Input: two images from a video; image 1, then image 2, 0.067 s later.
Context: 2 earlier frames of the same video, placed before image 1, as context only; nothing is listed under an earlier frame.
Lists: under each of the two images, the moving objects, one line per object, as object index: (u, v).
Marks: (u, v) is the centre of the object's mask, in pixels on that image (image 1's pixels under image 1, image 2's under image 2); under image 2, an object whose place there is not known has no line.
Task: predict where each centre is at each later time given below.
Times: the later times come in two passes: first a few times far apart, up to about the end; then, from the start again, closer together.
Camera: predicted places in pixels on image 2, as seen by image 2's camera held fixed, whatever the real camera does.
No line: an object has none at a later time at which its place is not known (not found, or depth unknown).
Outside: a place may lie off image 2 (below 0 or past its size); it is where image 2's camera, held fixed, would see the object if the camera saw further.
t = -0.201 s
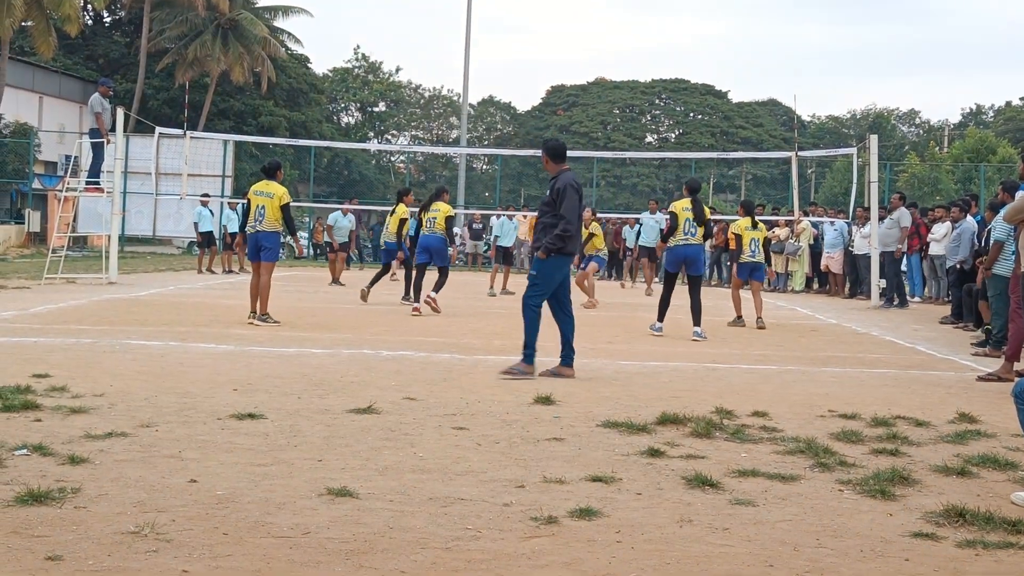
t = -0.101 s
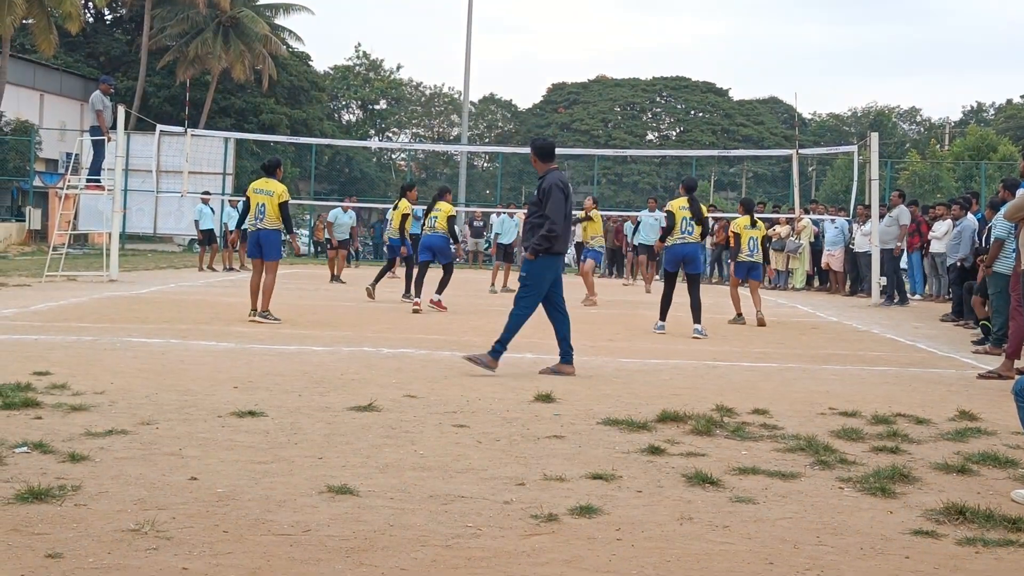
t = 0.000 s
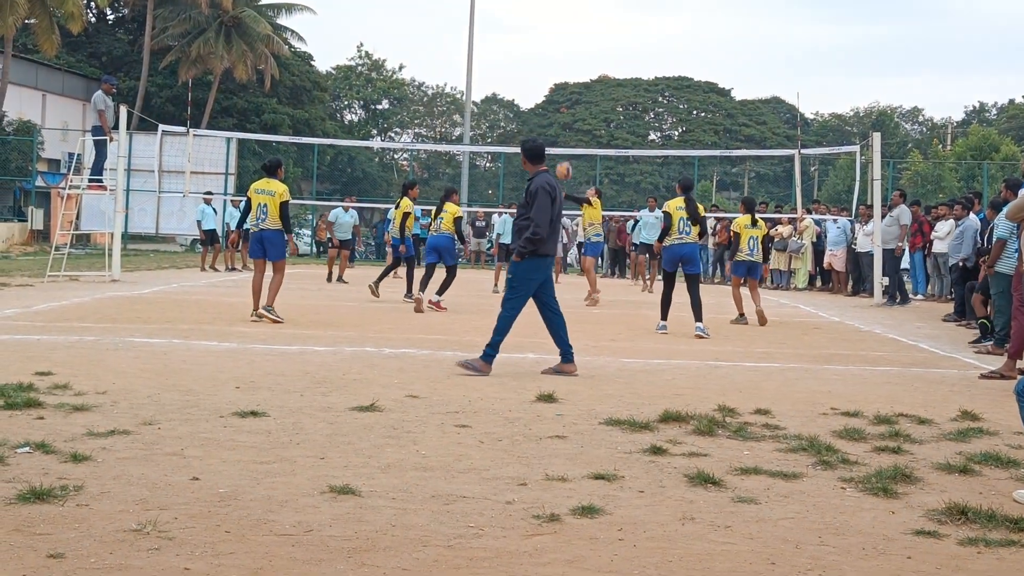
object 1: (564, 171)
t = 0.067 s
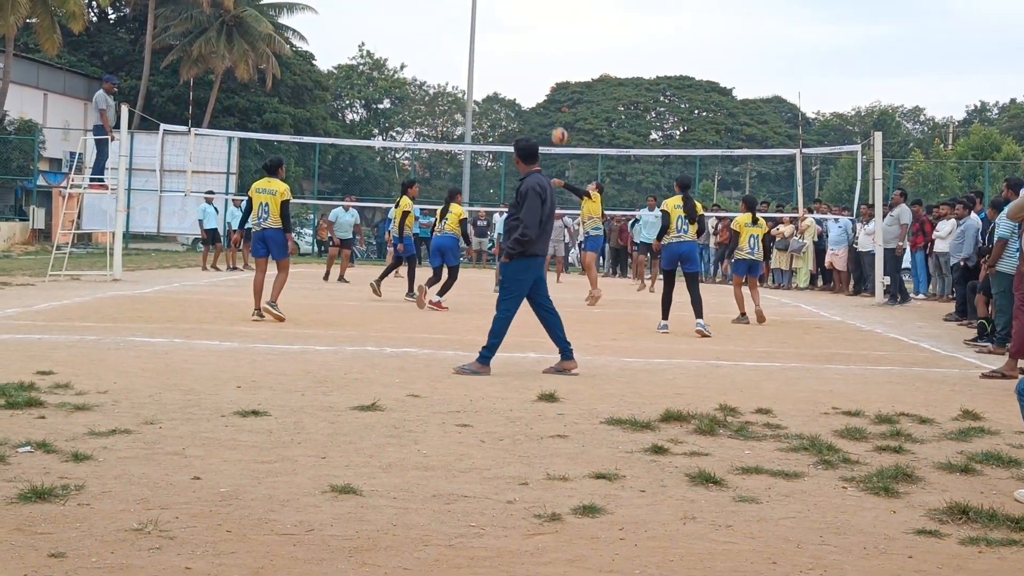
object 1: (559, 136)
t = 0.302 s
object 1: (539, 49)
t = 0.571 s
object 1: (514, 2)
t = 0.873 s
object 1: (486, 13)
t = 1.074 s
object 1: (466, 54)
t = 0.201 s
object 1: (548, 81)
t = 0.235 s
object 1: (545, 69)
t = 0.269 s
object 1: (542, 59)
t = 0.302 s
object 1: (539, 49)
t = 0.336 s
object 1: (536, 40)
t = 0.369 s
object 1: (533, 32)
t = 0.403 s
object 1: (530, 25)
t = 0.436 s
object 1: (527, 19)
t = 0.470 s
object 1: (524, 14)
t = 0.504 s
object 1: (521, 9)
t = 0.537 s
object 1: (518, 5)
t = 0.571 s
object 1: (514, 2)
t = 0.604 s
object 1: (512, 0)
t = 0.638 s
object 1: (508, 0)
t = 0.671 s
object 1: (505, 0)
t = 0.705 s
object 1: (502, 0)
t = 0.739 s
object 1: (499, 0)
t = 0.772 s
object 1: (496, 2)
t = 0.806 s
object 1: (492, 5)
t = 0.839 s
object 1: (489, 8)
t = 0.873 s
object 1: (486, 13)
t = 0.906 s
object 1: (483, 18)
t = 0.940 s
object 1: (480, 23)
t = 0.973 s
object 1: (476, 30)
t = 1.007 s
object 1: (473, 37)
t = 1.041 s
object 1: (470, 45)
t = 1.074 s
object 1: (466, 54)
